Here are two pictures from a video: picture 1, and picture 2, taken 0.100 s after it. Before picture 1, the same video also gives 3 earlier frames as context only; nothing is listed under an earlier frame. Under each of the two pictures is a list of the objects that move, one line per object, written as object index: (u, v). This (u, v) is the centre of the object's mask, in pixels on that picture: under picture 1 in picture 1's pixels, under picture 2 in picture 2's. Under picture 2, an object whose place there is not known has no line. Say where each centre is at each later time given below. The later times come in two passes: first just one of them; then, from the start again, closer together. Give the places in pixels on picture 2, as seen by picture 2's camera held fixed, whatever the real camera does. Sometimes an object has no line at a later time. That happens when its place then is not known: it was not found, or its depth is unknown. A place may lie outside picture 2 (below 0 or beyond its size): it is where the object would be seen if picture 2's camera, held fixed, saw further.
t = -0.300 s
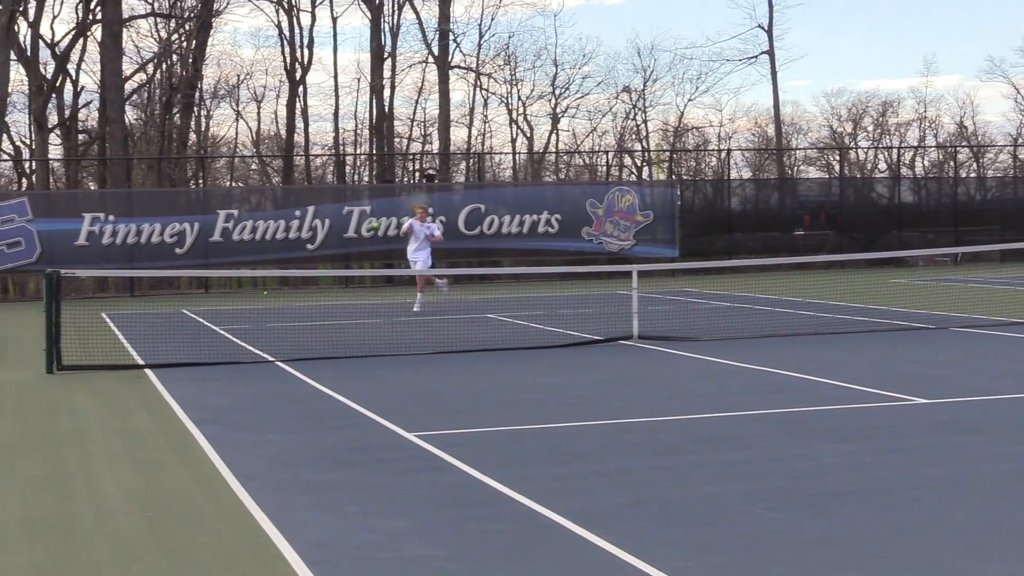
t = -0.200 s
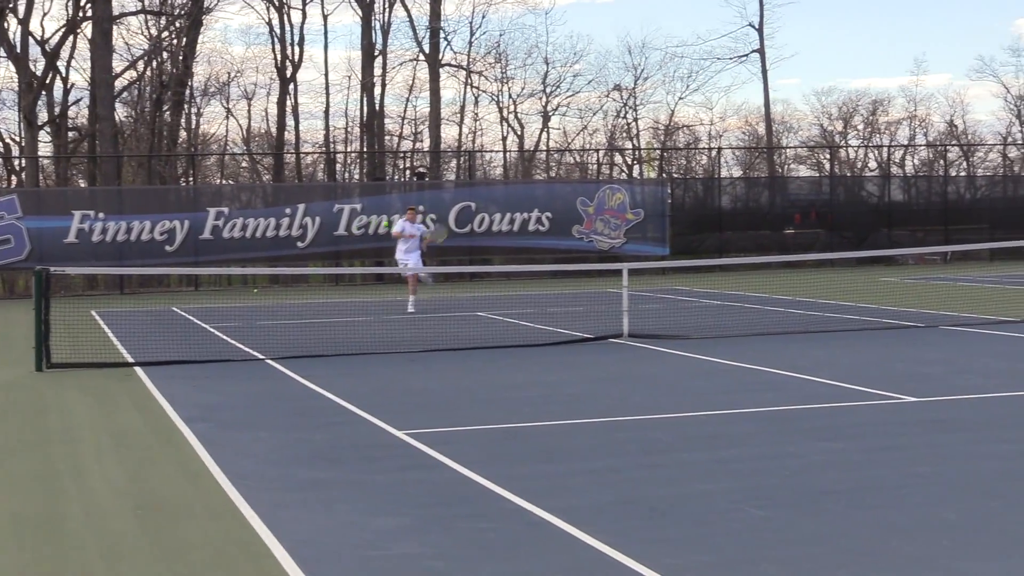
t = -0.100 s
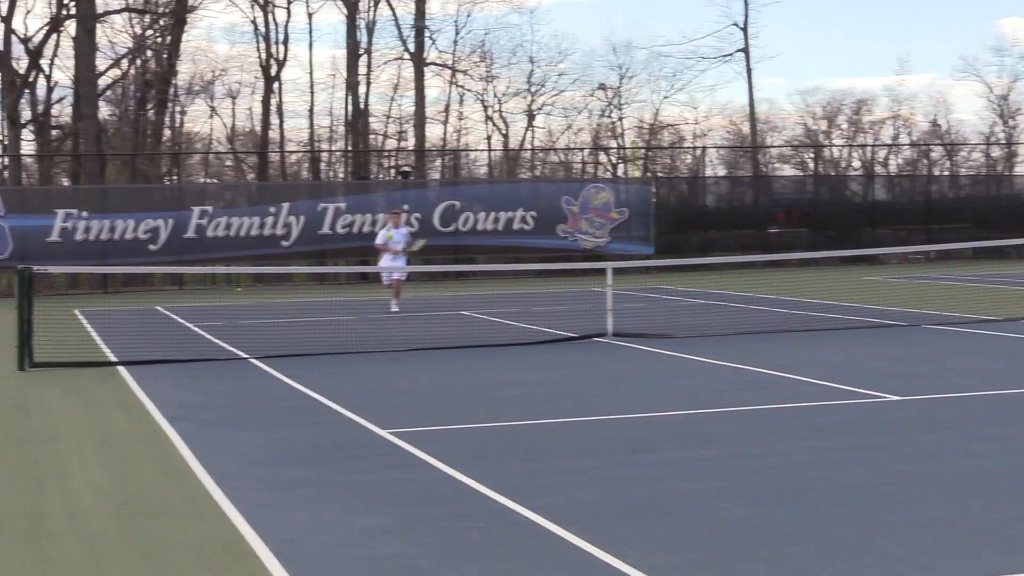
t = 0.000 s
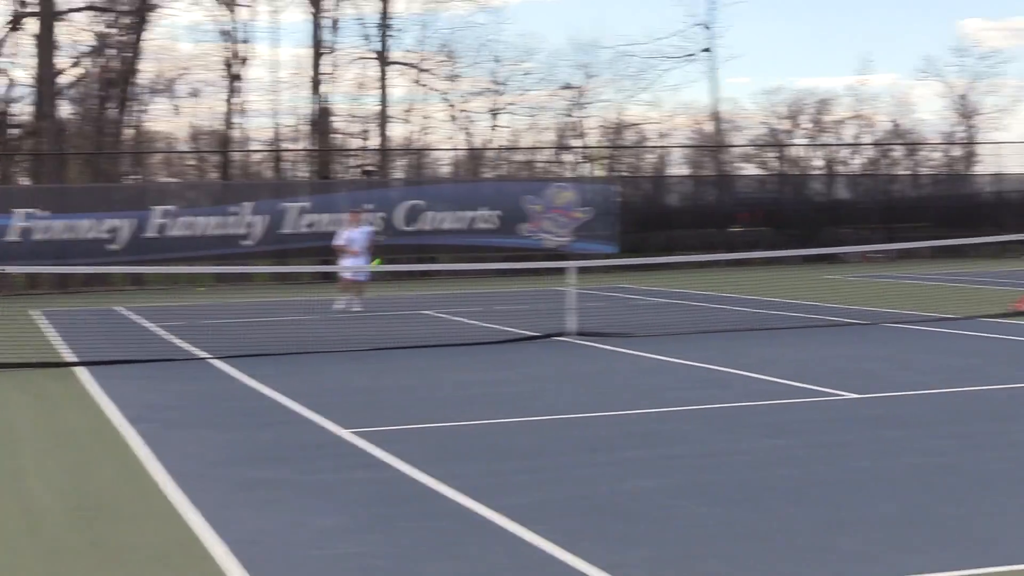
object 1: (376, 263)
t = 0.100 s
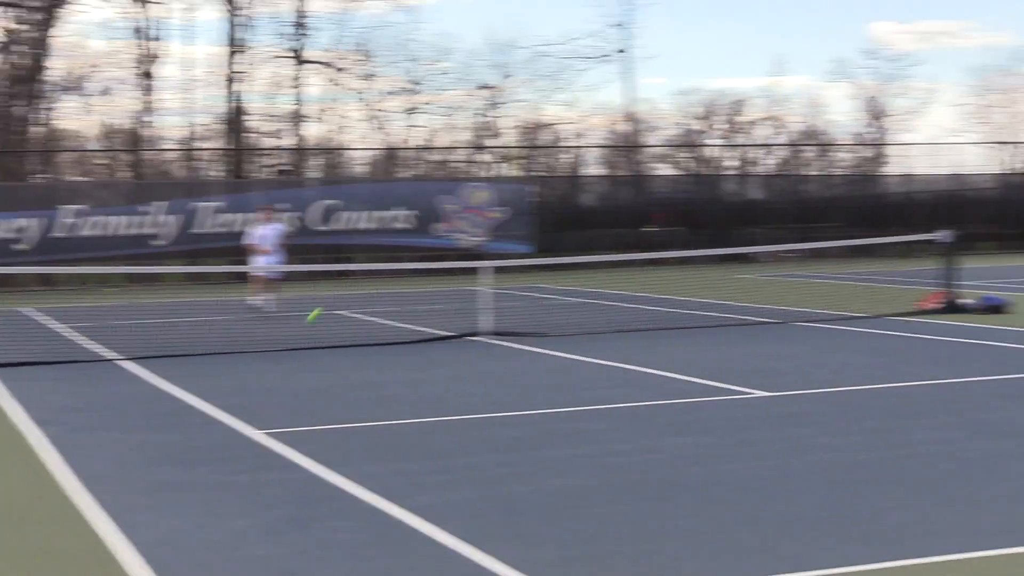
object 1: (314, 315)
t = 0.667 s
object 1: (594, 360)
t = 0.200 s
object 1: (346, 400)
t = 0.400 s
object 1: (419, 360)
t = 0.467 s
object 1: (449, 344)
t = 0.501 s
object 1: (467, 339)
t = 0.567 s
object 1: (510, 337)
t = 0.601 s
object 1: (535, 341)
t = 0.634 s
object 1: (563, 347)
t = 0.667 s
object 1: (594, 360)
